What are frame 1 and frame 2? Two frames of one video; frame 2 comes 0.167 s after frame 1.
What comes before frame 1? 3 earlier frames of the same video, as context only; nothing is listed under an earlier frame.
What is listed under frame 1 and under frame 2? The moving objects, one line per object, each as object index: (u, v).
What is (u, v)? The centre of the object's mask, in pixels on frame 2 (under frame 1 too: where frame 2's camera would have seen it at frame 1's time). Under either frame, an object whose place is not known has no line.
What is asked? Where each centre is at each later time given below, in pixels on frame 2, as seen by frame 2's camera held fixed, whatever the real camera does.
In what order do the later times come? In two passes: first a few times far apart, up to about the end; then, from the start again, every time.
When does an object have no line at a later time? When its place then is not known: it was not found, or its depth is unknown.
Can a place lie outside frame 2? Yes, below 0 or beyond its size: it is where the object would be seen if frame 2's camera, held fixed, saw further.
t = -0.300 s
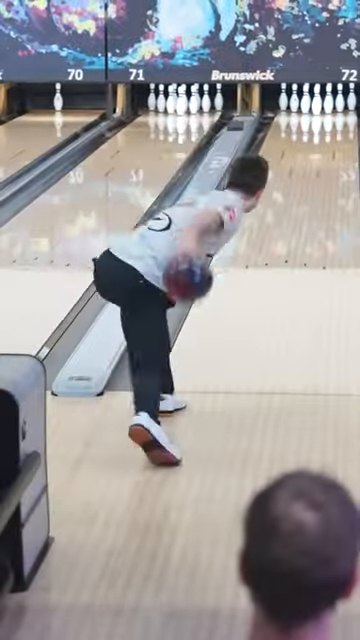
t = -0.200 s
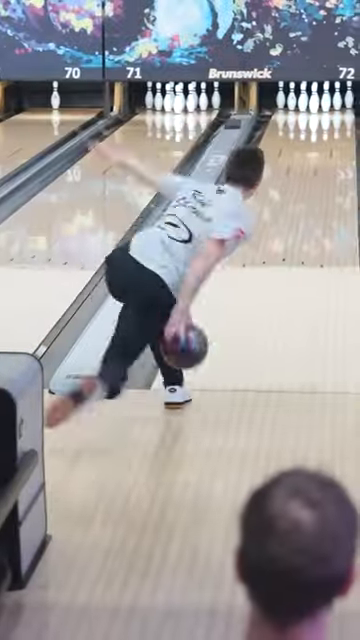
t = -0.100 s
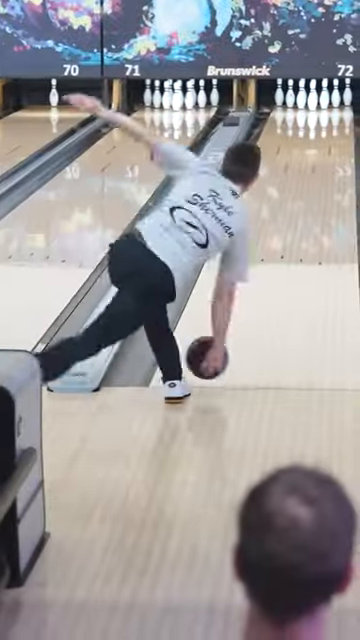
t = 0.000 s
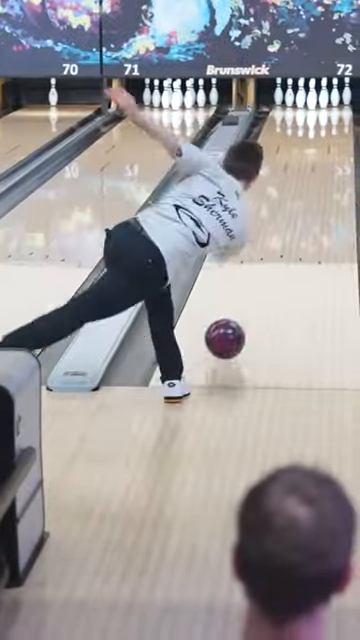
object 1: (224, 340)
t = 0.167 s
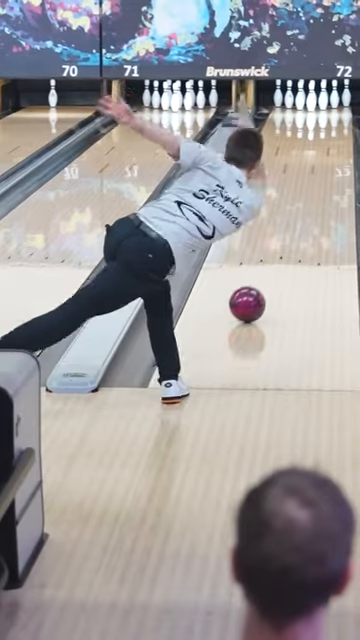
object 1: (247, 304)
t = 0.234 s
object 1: (255, 290)
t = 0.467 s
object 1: (277, 250)
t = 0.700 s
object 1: (294, 217)
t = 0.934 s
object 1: (308, 190)
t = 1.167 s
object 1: (317, 169)
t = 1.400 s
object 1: (326, 150)
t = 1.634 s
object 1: (331, 135)
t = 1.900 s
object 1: (332, 120)
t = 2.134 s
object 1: (324, 110)
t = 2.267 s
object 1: (317, 105)
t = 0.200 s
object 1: (251, 297)
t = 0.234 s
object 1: (255, 290)
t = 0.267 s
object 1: (258, 284)
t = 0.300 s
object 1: (262, 278)
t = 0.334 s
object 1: (265, 272)
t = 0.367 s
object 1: (269, 266)
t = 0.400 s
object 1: (271, 260)
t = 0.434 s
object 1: (274, 255)
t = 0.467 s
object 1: (277, 250)
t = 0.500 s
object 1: (280, 244)
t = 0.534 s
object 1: (283, 241)
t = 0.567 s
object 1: (288, 238)
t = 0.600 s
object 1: (291, 229)
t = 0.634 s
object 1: (291, 225)
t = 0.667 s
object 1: (292, 221)
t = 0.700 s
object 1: (294, 217)
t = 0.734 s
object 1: (297, 213)
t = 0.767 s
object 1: (299, 209)
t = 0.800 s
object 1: (300, 205)
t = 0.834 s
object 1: (302, 201)
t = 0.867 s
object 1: (304, 197)
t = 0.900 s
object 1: (306, 194)
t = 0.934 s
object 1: (308, 190)
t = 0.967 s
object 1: (309, 187)
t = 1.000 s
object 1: (311, 184)
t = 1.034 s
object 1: (312, 181)
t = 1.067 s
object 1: (314, 178)
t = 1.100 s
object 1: (315, 175)
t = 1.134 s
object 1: (316, 172)
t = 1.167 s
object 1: (317, 169)
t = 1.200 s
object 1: (319, 166)
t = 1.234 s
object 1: (320, 163)
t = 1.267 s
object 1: (321, 160)
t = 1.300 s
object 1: (322, 158)
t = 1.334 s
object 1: (323, 155)
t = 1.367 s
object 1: (325, 153)
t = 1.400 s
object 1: (326, 150)
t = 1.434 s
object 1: (327, 148)
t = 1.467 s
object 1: (328, 145)
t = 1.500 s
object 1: (328, 143)
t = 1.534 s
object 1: (329, 141)
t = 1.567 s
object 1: (330, 139)
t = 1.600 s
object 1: (331, 137)
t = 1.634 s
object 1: (331, 135)
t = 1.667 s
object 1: (331, 133)
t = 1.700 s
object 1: (332, 131)
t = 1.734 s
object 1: (332, 129)
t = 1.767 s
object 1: (332, 127)
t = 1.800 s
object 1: (332, 125)
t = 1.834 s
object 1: (332, 123)
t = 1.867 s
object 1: (332, 122)
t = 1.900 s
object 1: (332, 120)
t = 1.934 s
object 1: (331, 118)
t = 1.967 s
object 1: (330, 117)
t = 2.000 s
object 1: (330, 116)
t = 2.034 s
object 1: (328, 115)
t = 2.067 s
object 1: (327, 113)
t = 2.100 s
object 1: (326, 111)
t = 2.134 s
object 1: (324, 110)
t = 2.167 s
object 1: (324, 109)
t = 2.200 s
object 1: (322, 108)
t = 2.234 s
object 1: (321, 106)
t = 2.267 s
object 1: (317, 105)
